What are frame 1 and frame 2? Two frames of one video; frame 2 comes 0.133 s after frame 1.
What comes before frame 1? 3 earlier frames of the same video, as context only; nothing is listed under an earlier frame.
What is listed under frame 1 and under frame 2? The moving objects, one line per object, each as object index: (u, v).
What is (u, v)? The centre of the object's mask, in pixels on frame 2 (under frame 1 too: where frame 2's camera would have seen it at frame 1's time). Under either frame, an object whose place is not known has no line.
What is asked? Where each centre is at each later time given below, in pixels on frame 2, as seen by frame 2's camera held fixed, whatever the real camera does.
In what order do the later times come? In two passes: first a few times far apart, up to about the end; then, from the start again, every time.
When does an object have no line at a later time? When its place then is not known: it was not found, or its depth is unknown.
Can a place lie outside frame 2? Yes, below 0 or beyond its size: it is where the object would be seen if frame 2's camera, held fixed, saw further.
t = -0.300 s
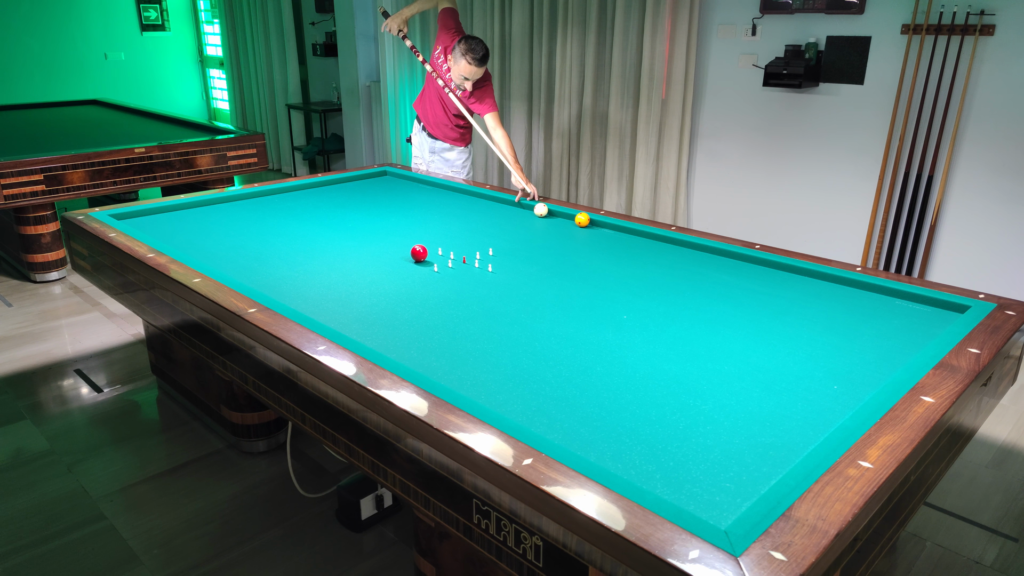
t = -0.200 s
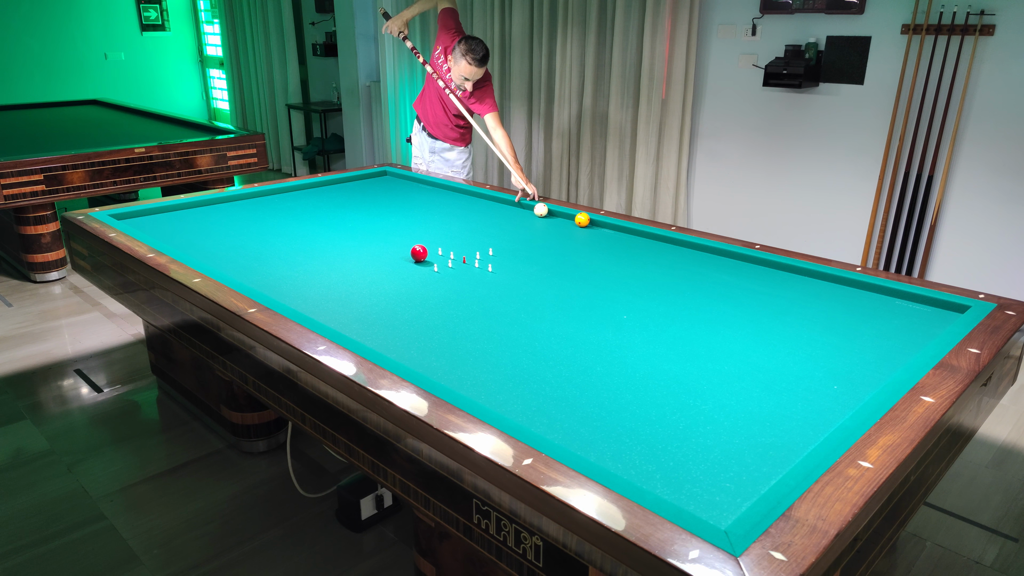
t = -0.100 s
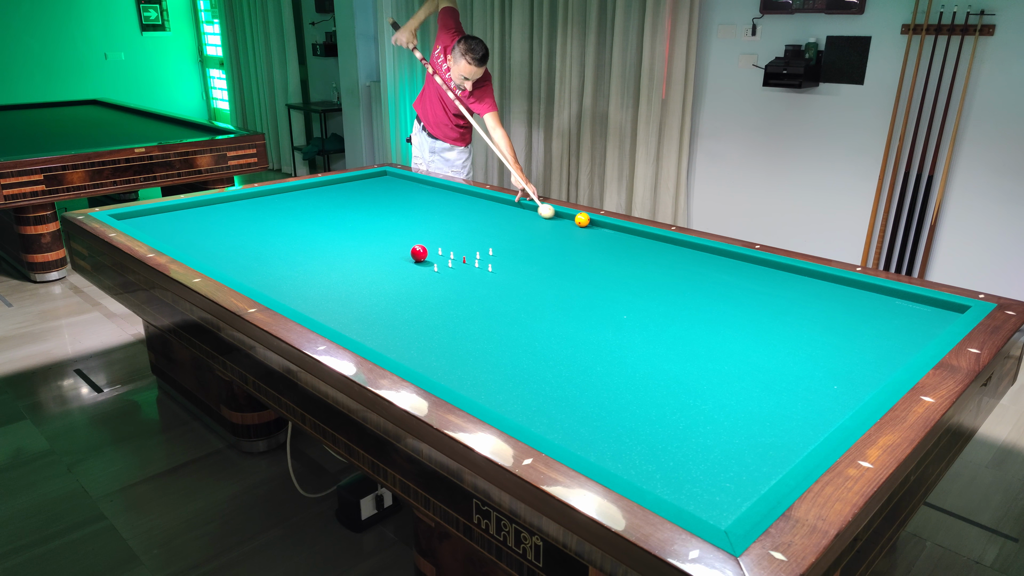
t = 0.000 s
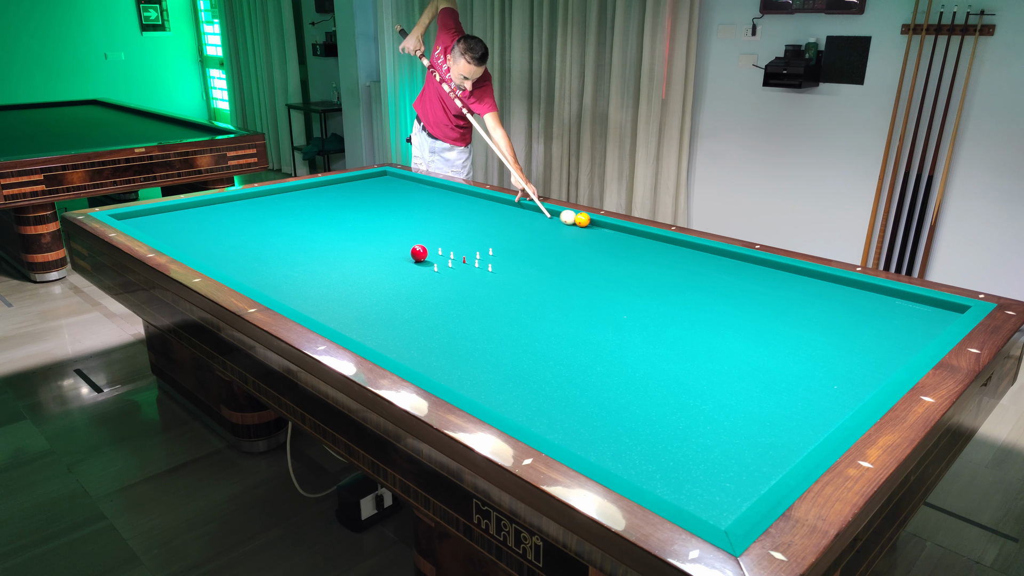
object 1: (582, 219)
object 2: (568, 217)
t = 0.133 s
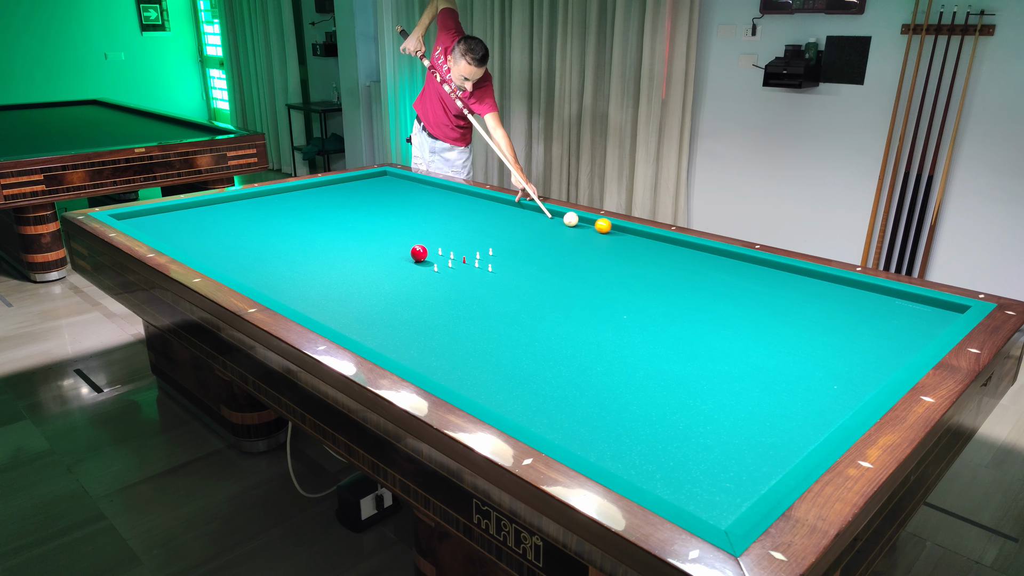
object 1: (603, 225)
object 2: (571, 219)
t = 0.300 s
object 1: (625, 232)
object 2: (576, 221)
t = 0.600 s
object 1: (667, 245)
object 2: (586, 225)
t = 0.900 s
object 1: (713, 260)
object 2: (596, 228)
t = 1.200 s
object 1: (765, 276)
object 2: (605, 232)
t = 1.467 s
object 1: (816, 292)
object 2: (612, 235)
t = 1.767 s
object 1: (880, 312)
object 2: (621, 238)
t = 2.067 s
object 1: (919, 326)
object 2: (628, 241)
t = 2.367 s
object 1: (871, 319)
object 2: (636, 244)
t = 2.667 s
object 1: (827, 311)
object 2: (642, 247)
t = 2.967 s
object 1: (786, 305)
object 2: (648, 249)
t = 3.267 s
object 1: (749, 298)
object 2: (654, 251)
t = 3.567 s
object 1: (715, 292)
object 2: (659, 253)
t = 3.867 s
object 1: (684, 288)
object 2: (663, 255)
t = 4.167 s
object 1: (655, 283)
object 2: (667, 256)
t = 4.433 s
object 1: (631, 279)
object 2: (670, 257)
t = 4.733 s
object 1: (606, 275)
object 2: (672, 258)
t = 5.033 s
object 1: (583, 272)
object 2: (673, 259)
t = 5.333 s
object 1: (562, 268)
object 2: (674, 259)
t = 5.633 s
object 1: (542, 266)
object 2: (674, 259)
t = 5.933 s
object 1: (524, 263)
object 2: (674, 259)
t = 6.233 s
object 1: (508, 260)
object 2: (674, 259)
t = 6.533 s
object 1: (492, 258)
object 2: (674, 259)
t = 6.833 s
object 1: (479, 255)
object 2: (674, 259)
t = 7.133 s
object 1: (466, 254)
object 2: (674, 259)
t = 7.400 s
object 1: (455, 252)
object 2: (674, 259)
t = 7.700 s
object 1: (445, 251)
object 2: (674, 259)
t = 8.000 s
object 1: (436, 249)
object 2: (674, 259)
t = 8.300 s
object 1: (430, 247)
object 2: (674, 259)
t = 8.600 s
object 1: (422, 243)
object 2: (674, 259)
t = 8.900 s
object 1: (413, 243)
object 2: (674, 259)
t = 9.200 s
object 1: (408, 244)
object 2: (674, 259)
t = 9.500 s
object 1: (405, 244)
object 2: (674, 259)
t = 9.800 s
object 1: (402, 244)
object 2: (674, 259)
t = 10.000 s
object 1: (400, 243)
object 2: (674, 259)
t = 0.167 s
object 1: (607, 227)
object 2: (572, 219)
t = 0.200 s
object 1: (612, 228)
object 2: (573, 220)
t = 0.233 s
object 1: (616, 229)
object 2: (574, 220)
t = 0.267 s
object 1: (620, 231)
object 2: (575, 221)
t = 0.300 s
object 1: (625, 232)
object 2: (576, 221)
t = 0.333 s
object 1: (629, 234)
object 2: (577, 221)
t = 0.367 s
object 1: (634, 235)
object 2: (578, 222)
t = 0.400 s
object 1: (638, 236)
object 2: (580, 222)
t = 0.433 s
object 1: (643, 238)
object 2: (581, 223)
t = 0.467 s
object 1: (648, 239)
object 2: (582, 223)
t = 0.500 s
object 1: (653, 241)
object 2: (583, 224)
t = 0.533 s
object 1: (657, 242)
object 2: (584, 224)
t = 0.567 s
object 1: (662, 244)
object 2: (585, 224)
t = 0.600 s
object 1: (667, 245)
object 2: (586, 225)
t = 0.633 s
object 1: (672, 247)
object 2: (587, 225)
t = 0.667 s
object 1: (677, 248)
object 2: (588, 226)
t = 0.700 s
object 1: (682, 250)
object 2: (589, 226)
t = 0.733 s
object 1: (687, 251)
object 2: (590, 226)
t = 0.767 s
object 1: (692, 253)
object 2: (591, 227)
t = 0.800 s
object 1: (697, 255)
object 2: (592, 227)
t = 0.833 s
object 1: (703, 256)
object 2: (593, 228)
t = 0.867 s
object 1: (708, 258)
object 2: (595, 228)
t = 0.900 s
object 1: (713, 260)
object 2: (596, 228)
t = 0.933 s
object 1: (719, 261)
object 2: (597, 229)
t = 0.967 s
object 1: (724, 263)
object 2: (598, 229)
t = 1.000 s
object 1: (730, 265)
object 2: (599, 230)
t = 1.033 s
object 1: (736, 267)
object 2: (600, 230)
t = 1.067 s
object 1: (741, 268)
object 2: (601, 230)
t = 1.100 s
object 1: (747, 270)
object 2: (602, 231)
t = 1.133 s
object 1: (753, 272)
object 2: (603, 231)
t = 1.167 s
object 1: (759, 274)
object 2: (604, 231)
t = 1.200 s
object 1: (765, 276)
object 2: (605, 232)
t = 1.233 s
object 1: (771, 278)
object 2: (606, 232)
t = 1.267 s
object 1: (777, 280)
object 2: (607, 233)
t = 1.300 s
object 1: (783, 282)
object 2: (608, 233)
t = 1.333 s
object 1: (790, 284)
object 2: (609, 233)
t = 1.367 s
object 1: (796, 286)
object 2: (610, 234)
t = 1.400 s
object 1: (803, 288)
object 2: (610, 234)
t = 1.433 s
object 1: (809, 290)
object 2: (611, 235)
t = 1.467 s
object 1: (816, 292)
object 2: (612, 235)
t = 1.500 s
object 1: (822, 294)
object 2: (613, 235)
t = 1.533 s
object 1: (829, 296)
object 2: (614, 236)
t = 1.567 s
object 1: (836, 298)
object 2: (615, 236)
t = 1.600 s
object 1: (843, 300)
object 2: (616, 236)
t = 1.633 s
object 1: (850, 303)
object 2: (617, 237)
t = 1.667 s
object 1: (858, 305)
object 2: (618, 237)
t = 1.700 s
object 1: (865, 307)
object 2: (619, 237)
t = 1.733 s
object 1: (873, 310)
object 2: (620, 238)
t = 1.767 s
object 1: (880, 312)
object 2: (621, 238)
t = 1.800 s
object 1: (888, 314)
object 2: (622, 238)
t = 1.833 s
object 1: (895, 317)
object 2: (622, 239)
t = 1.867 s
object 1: (903, 319)
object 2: (623, 239)
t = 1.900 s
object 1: (911, 322)
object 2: (624, 239)
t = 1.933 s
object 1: (919, 324)
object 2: (625, 240)
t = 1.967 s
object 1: (927, 327)
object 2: (626, 240)
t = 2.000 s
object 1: (931, 328)
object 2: (627, 240)
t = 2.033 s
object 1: (925, 327)
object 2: (627, 241)
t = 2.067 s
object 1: (919, 326)
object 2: (628, 241)
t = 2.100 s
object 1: (914, 325)
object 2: (629, 241)
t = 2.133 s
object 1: (908, 325)
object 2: (630, 242)
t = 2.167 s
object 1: (903, 324)
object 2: (631, 242)
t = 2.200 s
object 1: (897, 323)
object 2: (632, 242)
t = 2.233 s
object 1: (892, 322)
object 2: (632, 243)
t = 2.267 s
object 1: (887, 321)
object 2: (633, 243)
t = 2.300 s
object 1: (882, 320)
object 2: (634, 243)
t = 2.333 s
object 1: (876, 320)
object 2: (635, 244)
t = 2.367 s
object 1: (871, 319)
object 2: (636, 244)
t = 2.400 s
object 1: (866, 318)
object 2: (636, 244)
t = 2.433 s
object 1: (861, 317)
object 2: (637, 244)
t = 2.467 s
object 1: (856, 316)
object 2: (638, 245)
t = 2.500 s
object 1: (851, 315)
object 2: (639, 245)
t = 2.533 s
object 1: (846, 314)
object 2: (639, 245)
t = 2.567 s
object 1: (841, 314)
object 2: (640, 246)
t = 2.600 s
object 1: (836, 313)
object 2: (641, 246)
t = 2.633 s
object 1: (831, 312)
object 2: (642, 246)
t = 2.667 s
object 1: (827, 311)
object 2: (642, 247)
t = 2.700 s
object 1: (822, 310)
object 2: (643, 247)
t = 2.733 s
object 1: (817, 310)
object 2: (644, 247)
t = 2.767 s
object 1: (813, 309)
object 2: (644, 247)
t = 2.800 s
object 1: (808, 308)
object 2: (645, 247)
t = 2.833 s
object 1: (804, 307)
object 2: (646, 248)
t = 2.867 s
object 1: (799, 307)
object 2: (646, 248)
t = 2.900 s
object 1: (795, 306)
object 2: (647, 248)
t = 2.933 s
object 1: (790, 305)
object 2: (648, 249)
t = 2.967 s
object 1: (786, 305)
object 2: (648, 249)
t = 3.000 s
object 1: (782, 304)
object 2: (649, 249)
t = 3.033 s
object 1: (777, 303)
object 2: (650, 249)
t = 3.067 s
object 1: (773, 302)
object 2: (650, 250)
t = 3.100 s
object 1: (769, 301)
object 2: (651, 250)
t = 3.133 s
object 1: (765, 301)
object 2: (651, 250)
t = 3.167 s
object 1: (761, 300)
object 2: (652, 250)
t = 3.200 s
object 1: (757, 300)
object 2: (653, 251)
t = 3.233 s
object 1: (753, 299)
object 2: (653, 251)
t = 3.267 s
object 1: (749, 298)
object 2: (654, 251)
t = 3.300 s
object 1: (745, 298)
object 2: (654, 251)
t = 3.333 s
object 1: (741, 297)
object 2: (655, 252)
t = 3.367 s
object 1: (737, 296)
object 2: (655, 252)
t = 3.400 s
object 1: (733, 296)
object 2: (656, 252)
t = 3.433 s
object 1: (730, 295)
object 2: (657, 252)
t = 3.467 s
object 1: (726, 295)
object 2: (657, 252)
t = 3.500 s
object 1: (722, 294)
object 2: (658, 253)
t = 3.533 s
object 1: (719, 293)
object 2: (658, 253)
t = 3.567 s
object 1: (715, 292)
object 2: (659, 253)
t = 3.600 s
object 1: (711, 292)
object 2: (659, 253)
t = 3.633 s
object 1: (708, 291)
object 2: (660, 253)
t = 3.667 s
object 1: (704, 291)
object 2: (660, 253)
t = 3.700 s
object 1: (701, 290)
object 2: (661, 254)
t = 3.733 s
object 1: (697, 290)
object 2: (661, 254)
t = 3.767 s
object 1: (694, 290)
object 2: (662, 254)
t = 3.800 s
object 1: (690, 289)
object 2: (662, 254)
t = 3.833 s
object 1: (687, 288)
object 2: (663, 255)
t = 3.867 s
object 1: (684, 288)
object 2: (663, 255)
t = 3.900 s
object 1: (680, 287)
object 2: (664, 255)
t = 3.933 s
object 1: (677, 287)
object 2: (664, 255)
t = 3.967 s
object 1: (674, 286)
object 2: (664, 255)
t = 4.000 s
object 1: (671, 286)
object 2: (665, 255)
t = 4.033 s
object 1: (668, 285)
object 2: (665, 256)
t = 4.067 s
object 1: (664, 285)
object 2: (666, 256)
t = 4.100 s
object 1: (661, 284)
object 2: (666, 256)
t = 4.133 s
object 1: (658, 284)
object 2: (667, 256)
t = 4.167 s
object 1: (655, 283)
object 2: (667, 256)
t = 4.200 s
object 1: (652, 283)
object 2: (667, 257)
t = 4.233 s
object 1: (649, 282)
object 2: (668, 257)
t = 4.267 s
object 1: (646, 282)
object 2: (668, 257)
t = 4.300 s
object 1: (643, 281)
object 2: (668, 257)
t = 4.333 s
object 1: (640, 281)
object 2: (669, 257)
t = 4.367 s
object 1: (637, 280)
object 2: (669, 257)
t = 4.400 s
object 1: (634, 280)
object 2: (669, 257)
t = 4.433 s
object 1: (631, 279)
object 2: (670, 257)
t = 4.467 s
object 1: (628, 279)
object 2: (670, 257)
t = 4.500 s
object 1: (625, 278)
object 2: (670, 258)
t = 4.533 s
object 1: (623, 278)
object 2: (671, 258)
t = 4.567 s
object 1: (620, 278)
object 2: (671, 258)
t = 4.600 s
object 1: (617, 277)
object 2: (671, 258)
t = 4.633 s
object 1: (614, 277)
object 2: (671, 258)
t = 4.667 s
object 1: (612, 276)
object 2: (671, 258)
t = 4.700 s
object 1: (609, 276)
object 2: (672, 258)
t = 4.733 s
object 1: (606, 275)
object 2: (672, 258)
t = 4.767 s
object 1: (603, 275)
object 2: (672, 258)
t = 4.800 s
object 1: (601, 275)
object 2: (672, 258)
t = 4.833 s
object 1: (598, 274)
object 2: (673, 258)
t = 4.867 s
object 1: (596, 274)
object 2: (673, 259)
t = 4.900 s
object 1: (593, 273)
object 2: (673, 259)
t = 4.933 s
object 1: (591, 273)
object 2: (673, 259)
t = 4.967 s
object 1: (588, 273)
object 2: (673, 259)
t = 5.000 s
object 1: (586, 272)
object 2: (673, 259)
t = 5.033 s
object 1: (583, 272)
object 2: (673, 259)
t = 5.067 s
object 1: (581, 271)
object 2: (674, 259)
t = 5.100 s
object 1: (578, 271)
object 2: (674, 259)
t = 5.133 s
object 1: (576, 271)
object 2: (674, 259)
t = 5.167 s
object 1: (574, 270)
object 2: (674, 259)
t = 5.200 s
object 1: (571, 270)
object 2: (674, 259)
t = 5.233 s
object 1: (569, 269)
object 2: (674, 259)
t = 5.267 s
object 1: (567, 269)
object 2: (674, 259)
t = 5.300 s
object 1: (564, 269)
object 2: (674, 259)
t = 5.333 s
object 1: (562, 268)
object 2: (674, 259)
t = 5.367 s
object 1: (560, 268)
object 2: (674, 259)
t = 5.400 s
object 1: (557, 268)
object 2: (674, 259)
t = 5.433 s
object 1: (555, 268)
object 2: (674, 259)
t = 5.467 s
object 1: (553, 267)
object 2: (674, 259)
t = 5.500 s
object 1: (551, 267)
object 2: (674, 259)
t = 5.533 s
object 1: (549, 267)
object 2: (674, 259)
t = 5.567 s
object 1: (547, 266)
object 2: (674, 259)
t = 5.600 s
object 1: (545, 266)
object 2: (674, 259)
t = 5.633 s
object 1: (542, 266)
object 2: (674, 259)
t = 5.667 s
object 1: (540, 265)
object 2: (674, 259)
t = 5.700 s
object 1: (538, 265)
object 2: (674, 259)
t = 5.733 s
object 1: (536, 265)
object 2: (674, 259)
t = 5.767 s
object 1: (534, 265)
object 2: (674, 259)
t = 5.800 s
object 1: (532, 264)
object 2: (674, 259)
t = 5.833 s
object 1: (530, 264)
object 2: (674, 259)
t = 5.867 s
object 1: (528, 264)
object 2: (674, 259)
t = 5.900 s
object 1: (526, 263)
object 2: (674, 259)
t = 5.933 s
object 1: (524, 263)
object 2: (674, 259)
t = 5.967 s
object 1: (522, 262)
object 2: (674, 259)
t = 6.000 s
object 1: (520, 262)
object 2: (674, 259)
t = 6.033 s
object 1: (519, 262)
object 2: (674, 259)
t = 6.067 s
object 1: (517, 262)
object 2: (674, 259)
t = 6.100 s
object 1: (515, 261)
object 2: (674, 259)
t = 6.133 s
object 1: (513, 261)
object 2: (674, 259)
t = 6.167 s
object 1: (511, 261)
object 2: (674, 259)
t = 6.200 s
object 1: (509, 261)
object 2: (674, 259)
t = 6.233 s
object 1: (508, 260)
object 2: (674, 259)
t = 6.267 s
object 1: (506, 260)
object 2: (674, 259)
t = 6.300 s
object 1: (504, 260)
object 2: (674, 259)
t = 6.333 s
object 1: (502, 259)
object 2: (674, 259)
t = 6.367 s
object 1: (501, 259)
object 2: (674, 259)
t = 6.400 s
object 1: (499, 259)
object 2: (674, 259)
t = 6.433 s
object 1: (498, 259)
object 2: (674, 259)
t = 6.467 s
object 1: (496, 258)
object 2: (674, 259)
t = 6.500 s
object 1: (494, 258)
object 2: (674, 259)
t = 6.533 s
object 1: (492, 258)
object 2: (674, 259)
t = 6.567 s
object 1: (491, 257)
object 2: (674, 259)
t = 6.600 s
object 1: (489, 257)
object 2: (674, 259)
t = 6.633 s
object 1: (488, 257)
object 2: (674, 259)
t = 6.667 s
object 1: (486, 257)
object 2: (674, 259)
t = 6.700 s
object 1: (485, 257)
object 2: (674, 259)
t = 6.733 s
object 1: (483, 256)
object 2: (674, 259)
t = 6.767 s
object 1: (481, 256)
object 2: (674, 259)
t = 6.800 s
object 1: (480, 256)
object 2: (674, 259)
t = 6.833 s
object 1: (479, 255)
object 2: (674, 259)
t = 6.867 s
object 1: (477, 255)
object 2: (674, 259)
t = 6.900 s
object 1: (476, 255)
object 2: (674, 259)
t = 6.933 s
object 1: (474, 255)
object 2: (674, 259)
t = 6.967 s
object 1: (473, 255)
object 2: (674, 259)
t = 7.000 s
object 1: (471, 254)
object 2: (674, 259)
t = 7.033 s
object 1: (470, 254)
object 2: (674, 259)
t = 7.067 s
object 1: (468, 254)
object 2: (674, 259)
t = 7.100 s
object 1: (467, 254)
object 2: (674, 259)
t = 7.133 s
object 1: (466, 254)
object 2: (674, 259)
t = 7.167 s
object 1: (464, 253)
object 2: (674, 259)
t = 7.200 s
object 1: (463, 253)
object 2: (674, 259)
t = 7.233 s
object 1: (462, 253)
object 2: (674, 259)
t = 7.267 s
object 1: (461, 253)
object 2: (674, 259)
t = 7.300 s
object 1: (459, 253)
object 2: (674, 259)
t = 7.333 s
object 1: (458, 252)
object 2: (674, 259)
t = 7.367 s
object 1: (457, 252)
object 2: (674, 259)
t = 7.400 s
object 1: (455, 252)
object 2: (674, 259)
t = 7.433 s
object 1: (454, 252)
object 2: (674, 259)
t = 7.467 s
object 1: (453, 252)
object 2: (674, 259)
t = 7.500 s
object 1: (452, 251)
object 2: (674, 259)
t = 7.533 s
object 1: (451, 251)
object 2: (674, 259)
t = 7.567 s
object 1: (450, 251)
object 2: (674, 259)
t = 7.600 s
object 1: (449, 251)
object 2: (674, 259)
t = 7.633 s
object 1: (448, 251)
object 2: (674, 259)
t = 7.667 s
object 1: (446, 251)
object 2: (674, 259)
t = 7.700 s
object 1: (445, 251)
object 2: (674, 259)
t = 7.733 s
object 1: (444, 250)
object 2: (674, 259)
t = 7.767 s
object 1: (443, 250)
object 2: (674, 259)
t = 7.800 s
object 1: (442, 250)
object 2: (674, 259)
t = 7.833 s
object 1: (441, 250)
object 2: (674, 259)
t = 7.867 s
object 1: (440, 250)
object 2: (674, 259)
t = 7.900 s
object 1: (439, 249)
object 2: (674, 259)
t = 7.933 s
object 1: (438, 249)
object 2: (674, 259)
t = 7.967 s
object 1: (437, 249)
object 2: (674, 259)
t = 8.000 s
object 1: (436, 249)
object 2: (674, 259)
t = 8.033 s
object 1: (435, 249)
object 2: (674, 259)
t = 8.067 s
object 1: (435, 248)
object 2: (674, 259)
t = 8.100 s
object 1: (434, 248)
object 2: (674, 259)
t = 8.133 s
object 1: (433, 248)
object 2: (674, 259)
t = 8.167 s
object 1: (433, 248)
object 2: (674, 259)
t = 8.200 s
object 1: (432, 248)
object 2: (674, 259)
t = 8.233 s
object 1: (431, 247)
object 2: (674, 259)
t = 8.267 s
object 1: (430, 247)
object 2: (674, 259)
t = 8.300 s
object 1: (430, 247)
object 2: (674, 259)
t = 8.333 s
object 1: (429, 246)
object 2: (674, 259)
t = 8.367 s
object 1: (428, 246)
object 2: (674, 259)
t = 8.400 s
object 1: (428, 246)
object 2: (674, 259)
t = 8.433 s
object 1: (427, 245)
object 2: (674, 259)
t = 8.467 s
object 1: (426, 245)
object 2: (674, 259)
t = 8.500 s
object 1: (425, 244)
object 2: (674, 259)
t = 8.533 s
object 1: (424, 244)
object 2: (674, 259)
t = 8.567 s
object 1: (423, 244)
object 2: (674, 259)
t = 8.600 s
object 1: (422, 243)
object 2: (674, 259)
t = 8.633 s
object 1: (421, 243)
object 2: (674, 259)
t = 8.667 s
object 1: (420, 243)
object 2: (674, 259)
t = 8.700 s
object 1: (419, 243)
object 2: (674, 259)
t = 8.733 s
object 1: (418, 243)
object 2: (674, 259)
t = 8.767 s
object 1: (417, 243)
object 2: (674, 259)
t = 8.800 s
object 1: (416, 243)
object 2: (674, 259)
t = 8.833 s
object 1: (415, 243)
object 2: (674, 259)
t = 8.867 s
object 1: (414, 243)
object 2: (674, 259)
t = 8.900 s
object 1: (413, 243)
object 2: (674, 259)
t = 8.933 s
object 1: (412, 243)
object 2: (674, 259)
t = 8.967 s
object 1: (412, 243)
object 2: (674, 259)
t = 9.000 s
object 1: (411, 243)
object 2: (674, 259)
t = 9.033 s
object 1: (411, 243)
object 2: (674, 259)
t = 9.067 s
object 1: (410, 243)
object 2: (674, 259)
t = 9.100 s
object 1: (410, 243)
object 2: (674, 259)
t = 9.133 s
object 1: (409, 243)
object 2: (674, 259)
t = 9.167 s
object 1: (409, 244)
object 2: (674, 259)
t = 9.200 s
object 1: (408, 244)
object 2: (674, 259)
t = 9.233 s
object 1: (408, 244)
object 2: (674, 259)
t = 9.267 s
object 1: (408, 244)
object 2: (674, 259)
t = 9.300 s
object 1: (407, 244)
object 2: (674, 259)
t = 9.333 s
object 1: (407, 244)
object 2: (674, 259)
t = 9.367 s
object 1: (406, 244)
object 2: (674, 259)
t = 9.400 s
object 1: (406, 244)
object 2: (674, 259)
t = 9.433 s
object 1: (406, 244)
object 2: (674, 259)
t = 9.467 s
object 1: (405, 244)
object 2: (674, 259)
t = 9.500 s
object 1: (405, 244)
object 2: (674, 259)
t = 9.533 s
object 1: (405, 244)
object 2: (674, 259)
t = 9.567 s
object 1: (404, 244)
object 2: (674, 259)
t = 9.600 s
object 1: (404, 244)
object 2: (674, 259)
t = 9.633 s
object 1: (403, 244)
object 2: (674, 259)
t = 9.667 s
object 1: (403, 244)
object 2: (674, 259)
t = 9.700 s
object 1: (403, 244)
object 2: (674, 259)
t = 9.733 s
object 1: (403, 244)
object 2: (674, 259)
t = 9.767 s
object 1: (402, 244)
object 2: (674, 259)
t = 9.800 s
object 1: (402, 244)
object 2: (674, 259)
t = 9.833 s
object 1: (402, 244)
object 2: (674, 259)
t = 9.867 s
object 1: (401, 243)
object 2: (674, 259)
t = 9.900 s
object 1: (401, 243)
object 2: (674, 259)
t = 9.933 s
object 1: (401, 243)
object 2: (674, 259)
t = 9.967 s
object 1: (400, 243)
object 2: (674, 259)
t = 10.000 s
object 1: (400, 243)
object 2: (674, 259)
